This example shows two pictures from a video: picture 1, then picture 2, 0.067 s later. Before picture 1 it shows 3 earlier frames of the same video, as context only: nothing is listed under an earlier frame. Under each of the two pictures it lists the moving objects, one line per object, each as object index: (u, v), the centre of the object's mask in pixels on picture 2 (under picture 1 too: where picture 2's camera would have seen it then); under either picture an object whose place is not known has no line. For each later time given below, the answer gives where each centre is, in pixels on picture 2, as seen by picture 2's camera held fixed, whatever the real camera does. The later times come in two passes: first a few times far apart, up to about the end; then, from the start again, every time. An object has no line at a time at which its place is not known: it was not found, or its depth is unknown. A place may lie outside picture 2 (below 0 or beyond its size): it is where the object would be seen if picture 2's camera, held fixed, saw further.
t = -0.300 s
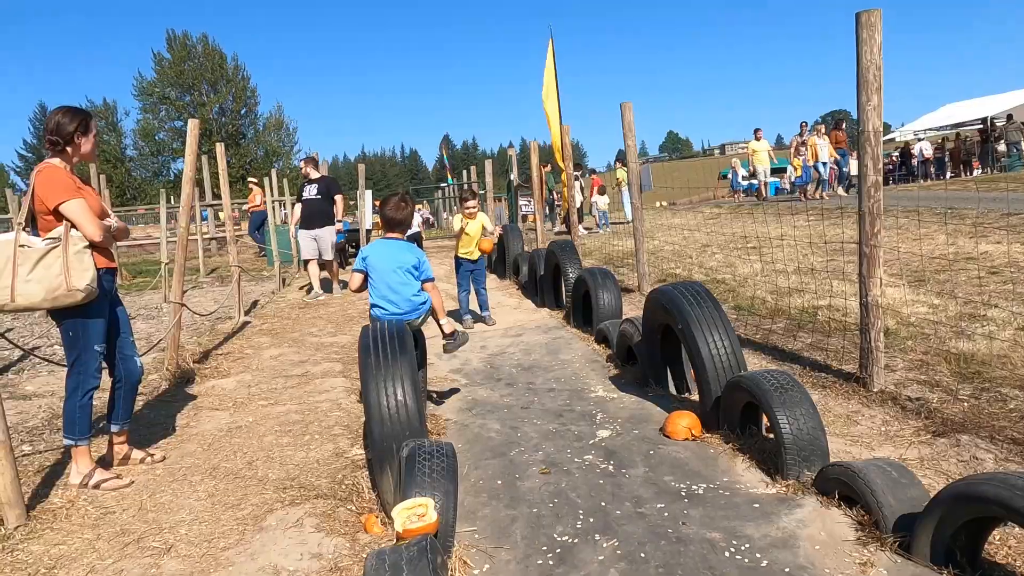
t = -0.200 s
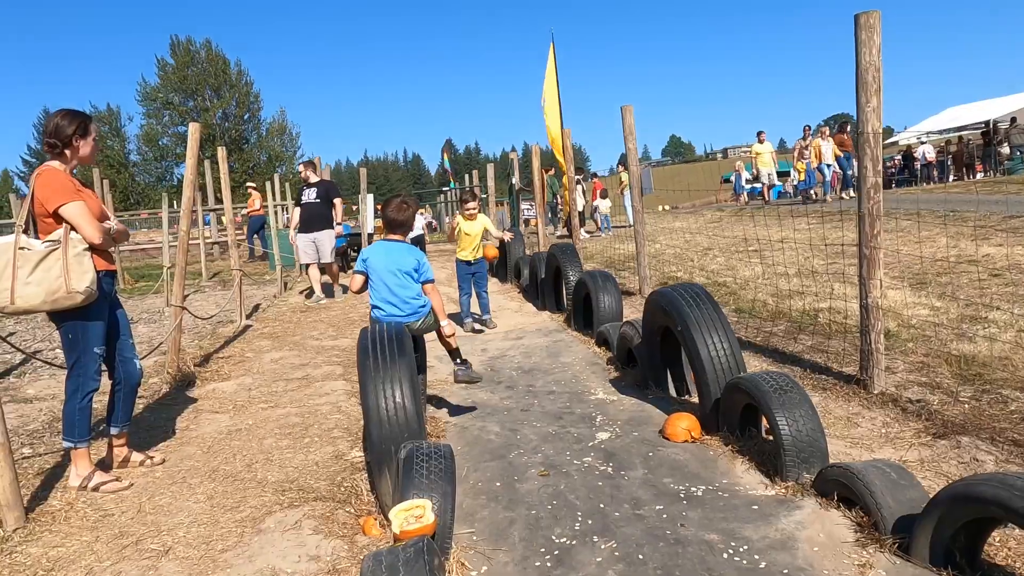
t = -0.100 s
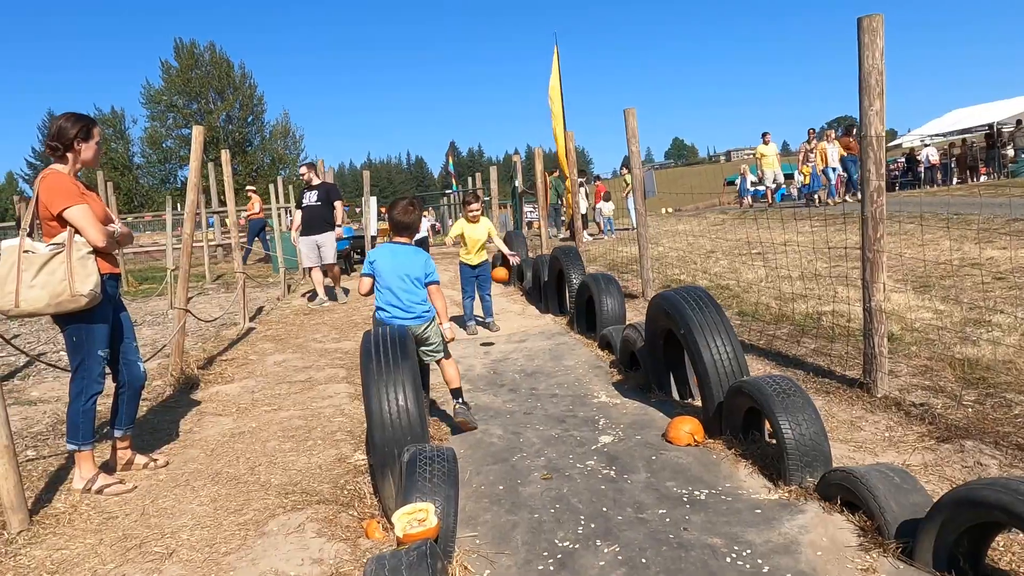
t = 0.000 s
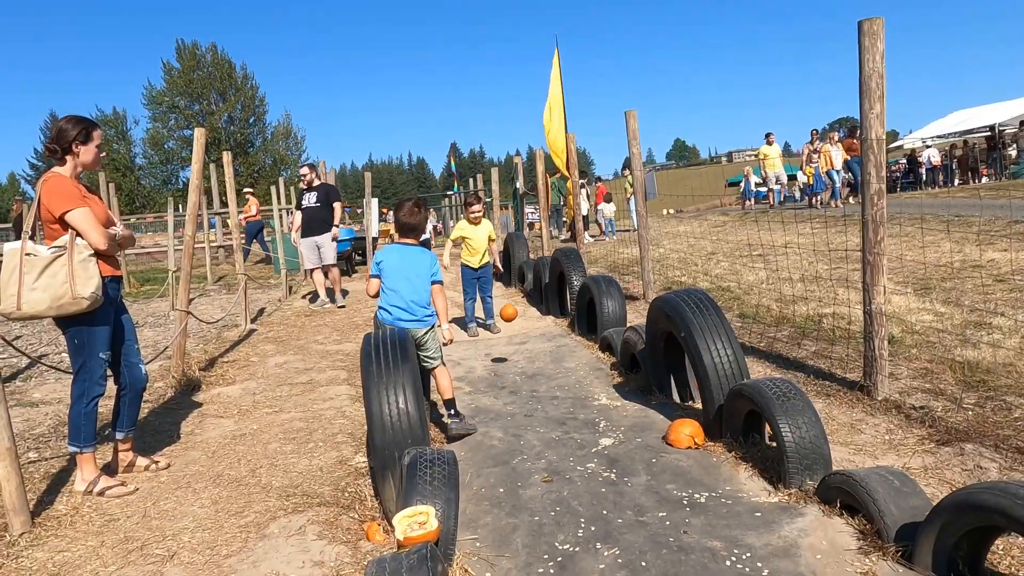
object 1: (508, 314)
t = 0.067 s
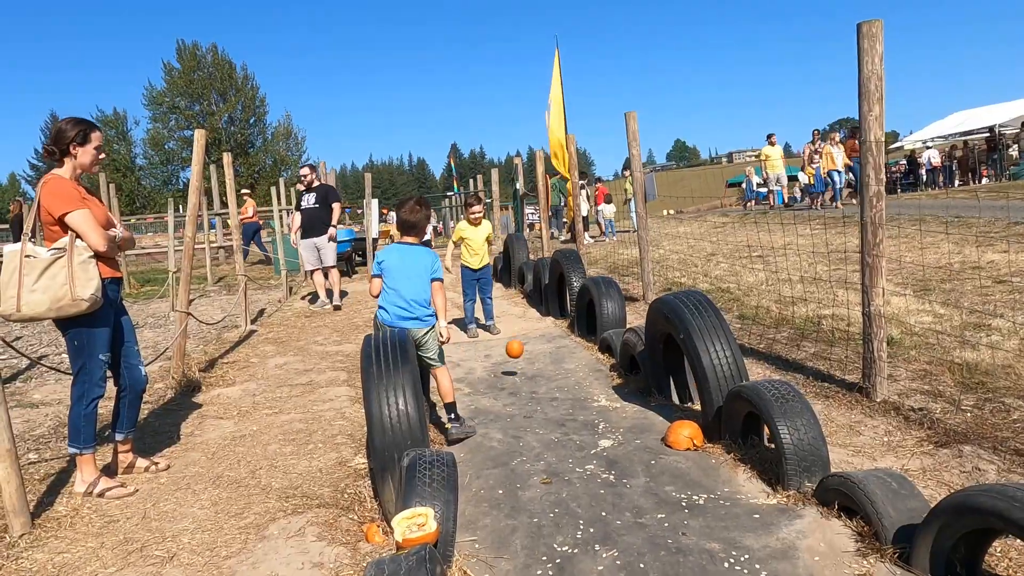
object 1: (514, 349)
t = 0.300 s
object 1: (539, 382)
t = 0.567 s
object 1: (574, 403)
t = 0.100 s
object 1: (518, 370)
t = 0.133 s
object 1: (521, 382)
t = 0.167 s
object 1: (524, 380)
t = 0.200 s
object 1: (527, 377)
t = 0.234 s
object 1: (531, 376)
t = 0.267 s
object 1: (534, 378)
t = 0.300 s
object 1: (539, 382)
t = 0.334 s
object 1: (543, 388)
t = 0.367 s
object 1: (547, 397)
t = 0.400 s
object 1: (552, 405)
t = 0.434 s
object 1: (556, 403)
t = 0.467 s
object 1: (560, 399)
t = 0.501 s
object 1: (564, 399)
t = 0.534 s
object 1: (569, 399)
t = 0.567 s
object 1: (574, 403)
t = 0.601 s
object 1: (579, 409)
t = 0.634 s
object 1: (585, 418)
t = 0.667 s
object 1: (592, 430)
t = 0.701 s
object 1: (597, 437)
